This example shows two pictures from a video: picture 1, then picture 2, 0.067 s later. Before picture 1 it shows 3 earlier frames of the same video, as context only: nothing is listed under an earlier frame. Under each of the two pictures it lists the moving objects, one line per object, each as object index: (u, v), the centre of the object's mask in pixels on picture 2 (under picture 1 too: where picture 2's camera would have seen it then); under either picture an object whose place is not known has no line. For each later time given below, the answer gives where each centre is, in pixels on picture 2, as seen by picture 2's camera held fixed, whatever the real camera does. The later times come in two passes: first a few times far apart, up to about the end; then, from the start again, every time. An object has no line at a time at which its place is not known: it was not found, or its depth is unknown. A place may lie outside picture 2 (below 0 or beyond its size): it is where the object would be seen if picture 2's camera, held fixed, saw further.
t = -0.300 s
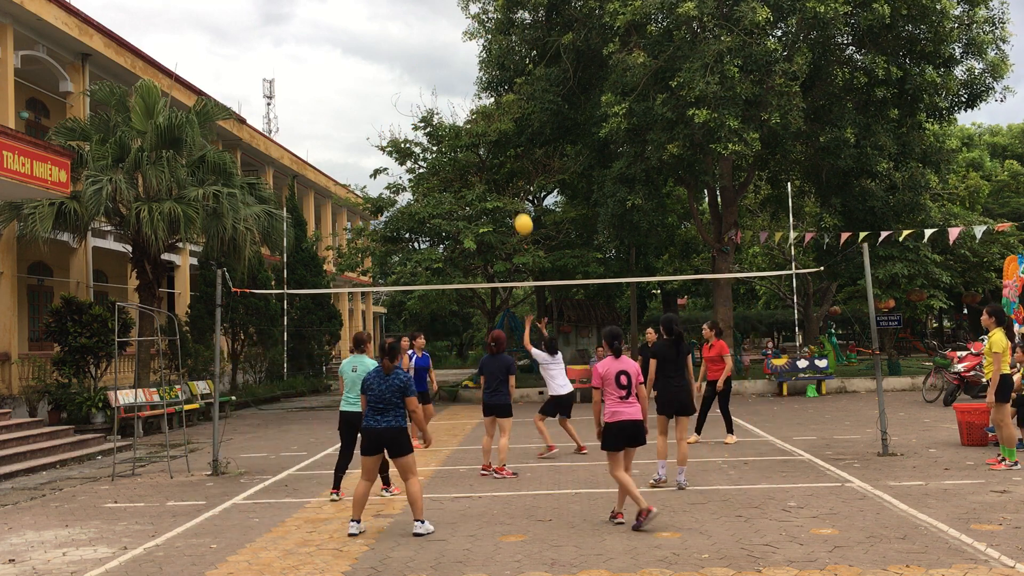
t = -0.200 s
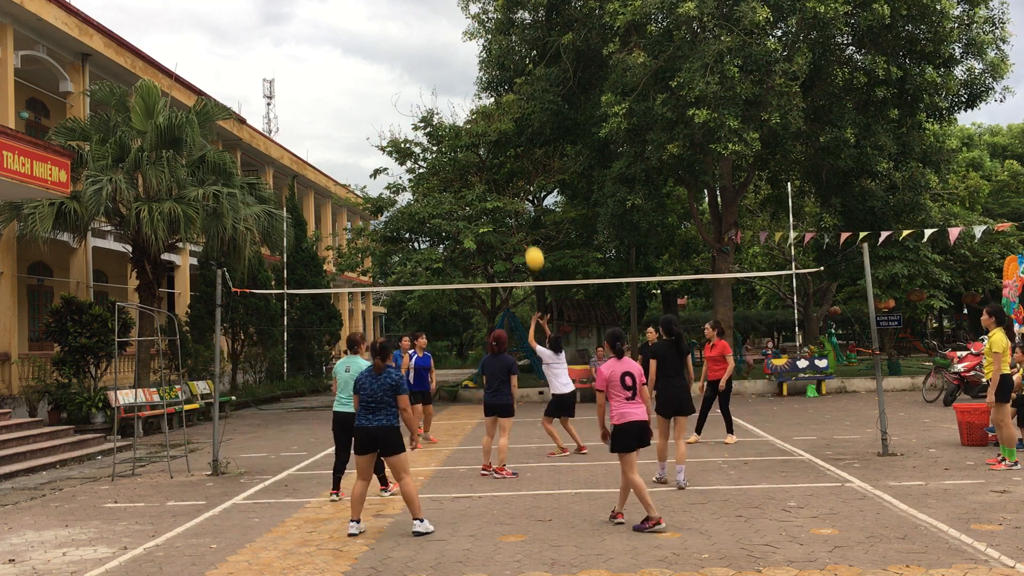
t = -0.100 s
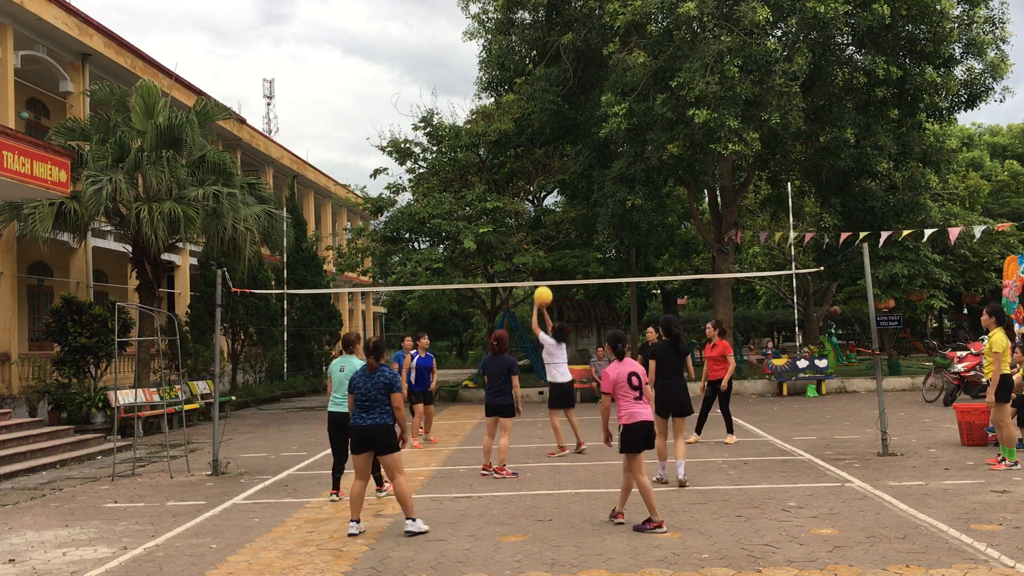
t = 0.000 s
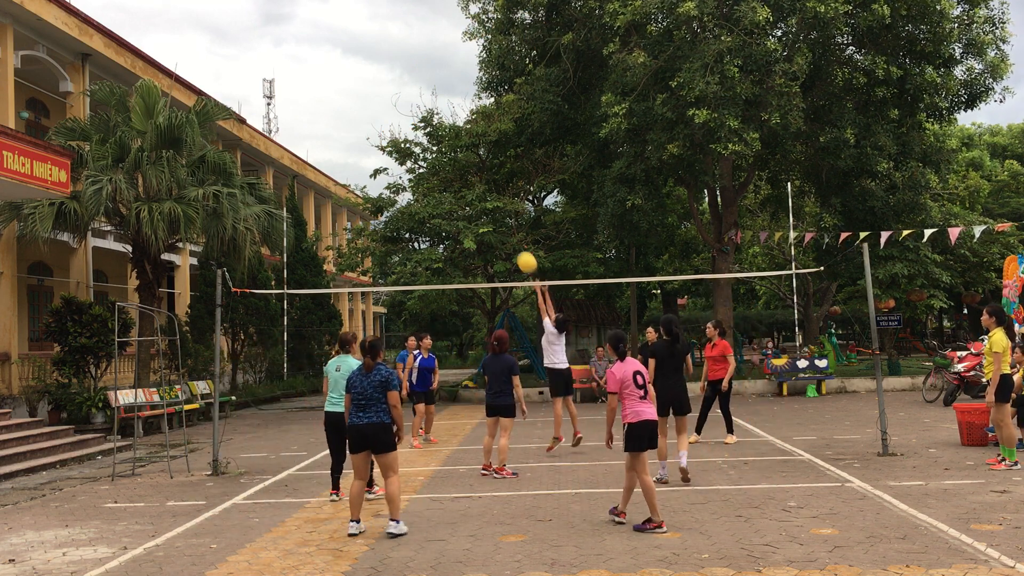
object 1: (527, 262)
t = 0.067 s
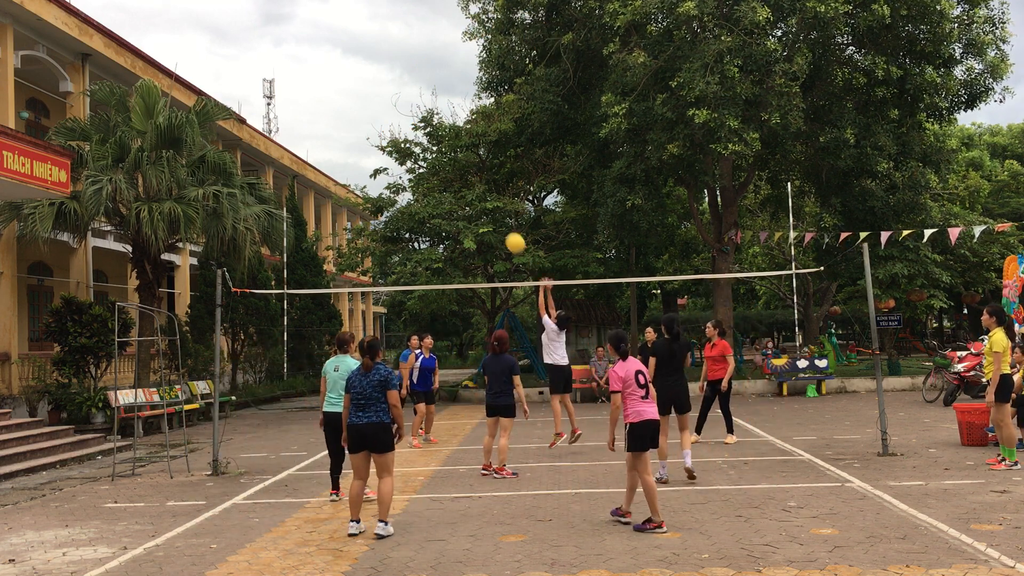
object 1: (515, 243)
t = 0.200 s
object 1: (493, 215)
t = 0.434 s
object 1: (457, 199)
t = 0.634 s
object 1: (428, 217)
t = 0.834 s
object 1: (401, 263)
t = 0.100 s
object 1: (510, 235)
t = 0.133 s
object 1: (504, 227)
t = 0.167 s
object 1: (498, 221)
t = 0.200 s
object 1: (493, 215)
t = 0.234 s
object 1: (487, 210)
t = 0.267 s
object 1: (482, 206)
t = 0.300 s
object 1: (477, 203)
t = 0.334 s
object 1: (472, 201)
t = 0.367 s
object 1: (467, 199)
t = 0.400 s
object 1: (462, 199)
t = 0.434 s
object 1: (457, 199)
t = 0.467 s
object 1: (452, 200)
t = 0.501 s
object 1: (447, 202)
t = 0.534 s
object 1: (442, 204)
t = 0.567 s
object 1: (437, 207)
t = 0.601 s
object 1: (432, 212)
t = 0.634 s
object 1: (428, 217)
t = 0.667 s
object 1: (423, 223)
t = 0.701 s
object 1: (418, 229)
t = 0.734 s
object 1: (414, 236)
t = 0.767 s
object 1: (409, 244)
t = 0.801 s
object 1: (405, 253)
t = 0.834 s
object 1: (401, 263)
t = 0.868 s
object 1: (396, 273)
